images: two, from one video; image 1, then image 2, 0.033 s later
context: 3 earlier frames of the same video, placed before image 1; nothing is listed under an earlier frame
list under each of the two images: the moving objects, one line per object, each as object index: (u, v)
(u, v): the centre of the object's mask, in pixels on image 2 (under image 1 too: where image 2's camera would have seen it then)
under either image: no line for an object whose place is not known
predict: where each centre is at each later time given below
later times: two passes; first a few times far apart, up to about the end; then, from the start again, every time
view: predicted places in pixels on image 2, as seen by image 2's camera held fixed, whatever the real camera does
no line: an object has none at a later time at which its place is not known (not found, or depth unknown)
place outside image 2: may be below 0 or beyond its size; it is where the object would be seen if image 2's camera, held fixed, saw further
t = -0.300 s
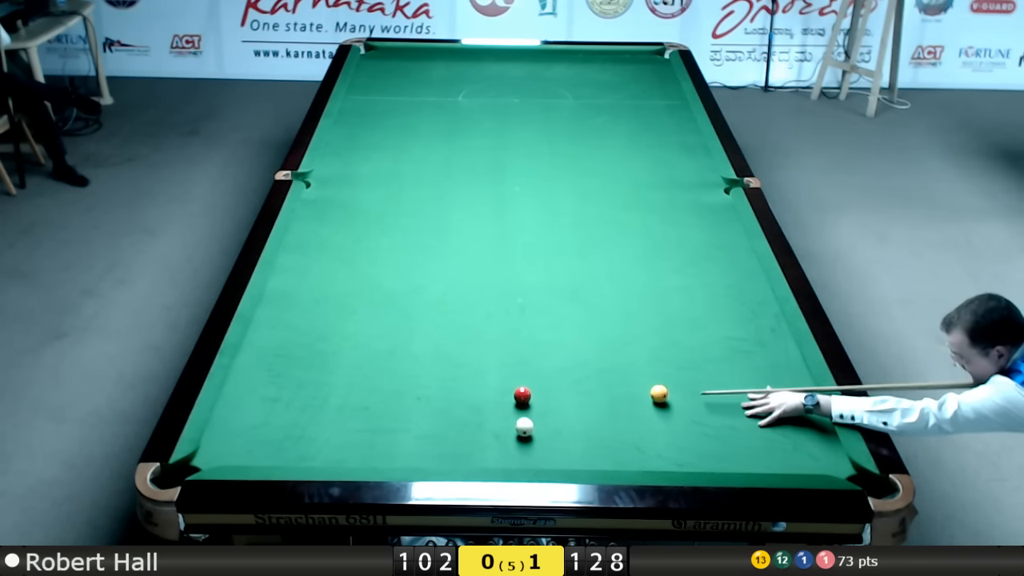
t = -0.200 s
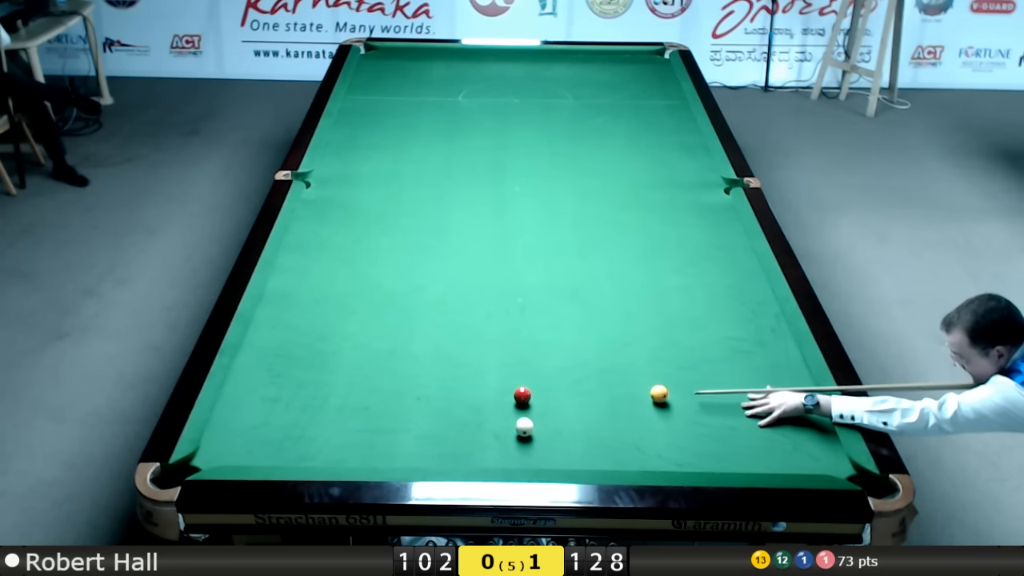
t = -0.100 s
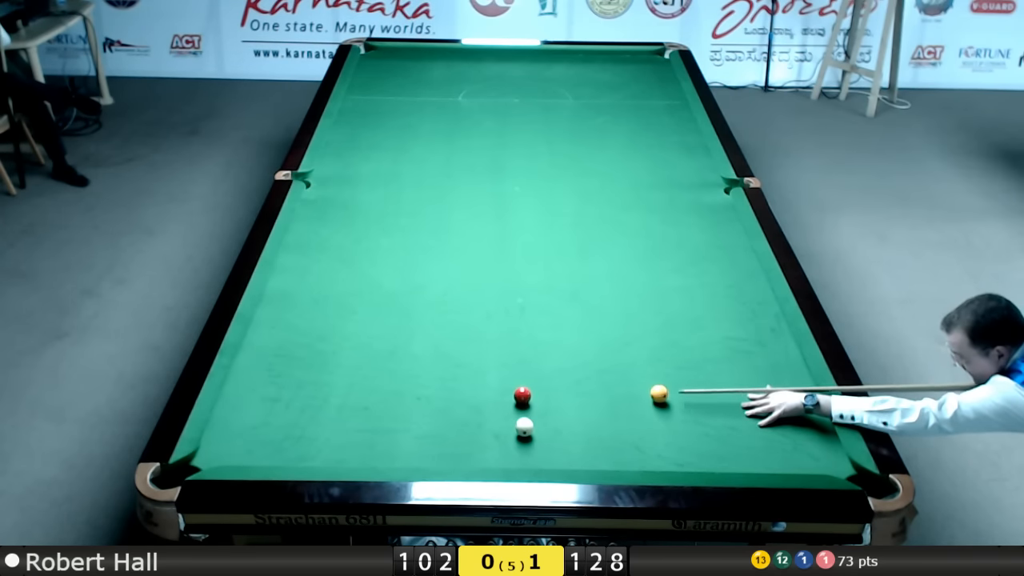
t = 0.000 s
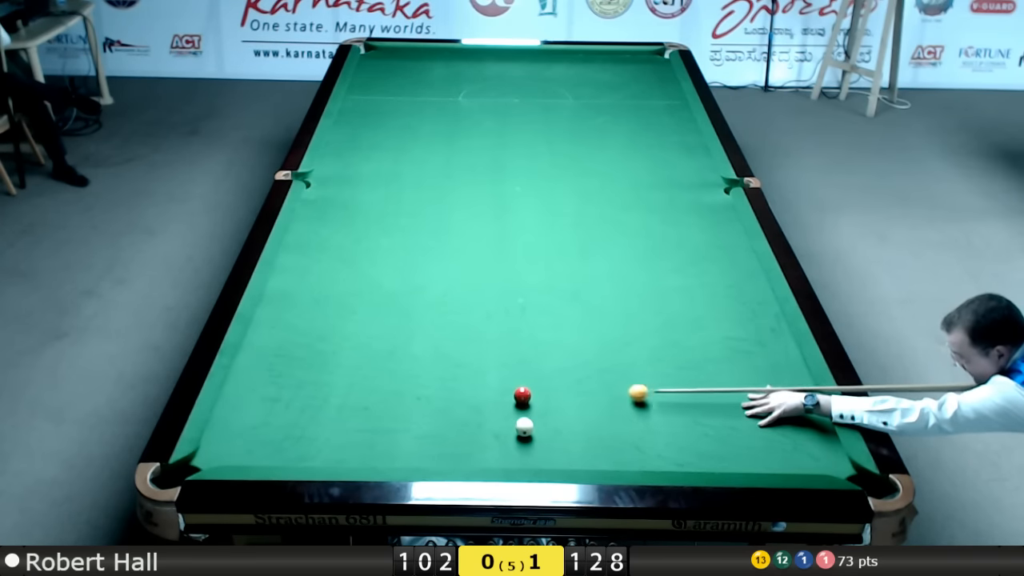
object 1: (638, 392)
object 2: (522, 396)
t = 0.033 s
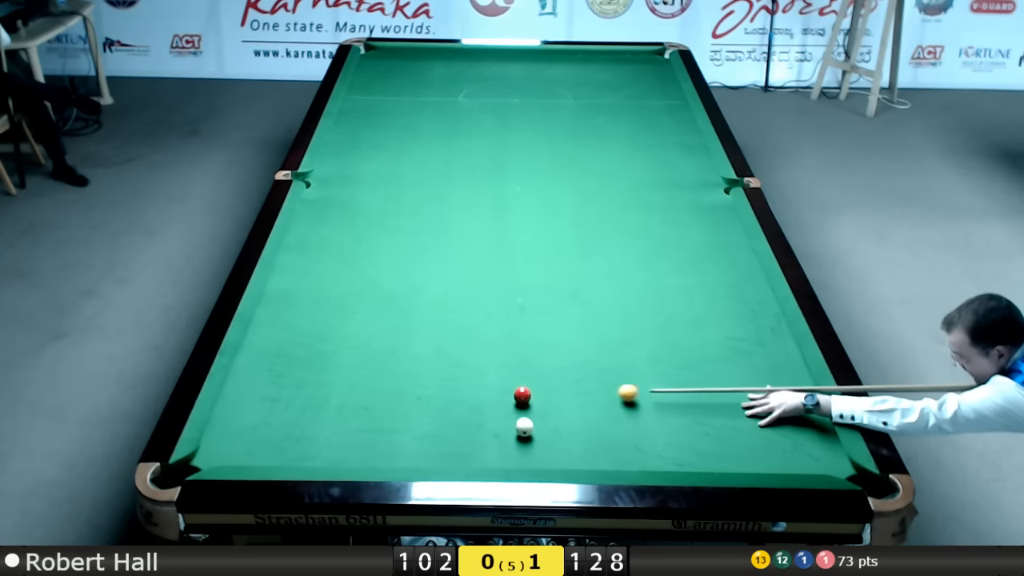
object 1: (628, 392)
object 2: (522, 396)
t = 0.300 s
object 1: (548, 391)
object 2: (522, 395)
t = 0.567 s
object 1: (518, 381)
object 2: (479, 404)
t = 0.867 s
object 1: (493, 369)
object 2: (431, 414)
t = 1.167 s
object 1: (469, 358)
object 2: (384, 424)
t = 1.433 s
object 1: (451, 350)
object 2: (343, 433)
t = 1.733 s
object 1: (432, 342)
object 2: (298, 442)
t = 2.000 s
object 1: (417, 336)
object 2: (260, 449)
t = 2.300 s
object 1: (403, 329)
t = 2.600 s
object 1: (390, 324)
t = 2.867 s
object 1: (381, 320)
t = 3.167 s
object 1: (372, 317)
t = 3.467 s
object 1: (365, 314)
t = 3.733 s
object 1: (361, 312)
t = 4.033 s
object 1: (357, 310)
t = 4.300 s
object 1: (355, 310)
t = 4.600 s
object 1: (355, 309)
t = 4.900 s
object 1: (355, 309)
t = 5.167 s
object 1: (355, 309)
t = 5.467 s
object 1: (355, 309)
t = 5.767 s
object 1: (355, 309)
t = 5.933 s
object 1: (355, 309)
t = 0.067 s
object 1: (618, 392)
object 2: (522, 396)
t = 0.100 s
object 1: (608, 392)
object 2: (522, 396)
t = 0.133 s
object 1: (598, 392)
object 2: (522, 395)
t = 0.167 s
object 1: (588, 392)
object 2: (522, 396)
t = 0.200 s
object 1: (578, 392)
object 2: (522, 395)
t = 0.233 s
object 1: (568, 392)
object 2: (522, 395)
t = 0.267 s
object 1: (558, 391)
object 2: (522, 395)
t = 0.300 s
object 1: (548, 391)
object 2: (522, 395)
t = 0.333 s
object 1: (539, 391)
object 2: (522, 395)
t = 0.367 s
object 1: (537, 390)
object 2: (514, 397)
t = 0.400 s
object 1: (534, 388)
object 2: (508, 398)
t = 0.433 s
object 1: (531, 387)
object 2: (501, 399)
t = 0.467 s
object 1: (527, 385)
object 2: (496, 401)
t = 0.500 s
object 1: (524, 383)
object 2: (490, 402)
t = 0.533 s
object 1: (521, 382)
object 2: (485, 403)
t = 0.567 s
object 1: (518, 381)
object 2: (479, 404)
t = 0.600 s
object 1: (515, 379)
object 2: (474, 405)
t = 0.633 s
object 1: (513, 378)
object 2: (469, 406)
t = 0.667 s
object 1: (510, 376)
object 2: (463, 407)
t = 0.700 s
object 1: (507, 375)
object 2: (458, 408)
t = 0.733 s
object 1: (504, 374)
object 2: (452, 409)
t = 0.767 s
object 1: (501, 373)
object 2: (447, 411)
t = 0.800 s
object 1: (498, 371)
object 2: (442, 412)
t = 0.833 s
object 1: (495, 370)
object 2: (437, 413)
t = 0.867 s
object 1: (493, 369)
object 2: (431, 414)
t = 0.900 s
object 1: (490, 367)
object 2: (426, 415)
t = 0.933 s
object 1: (487, 366)
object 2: (420, 416)
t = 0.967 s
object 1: (484, 365)
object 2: (415, 417)
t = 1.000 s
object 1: (482, 364)
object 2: (410, 419)
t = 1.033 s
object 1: (479, 363)
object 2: (405, 419)
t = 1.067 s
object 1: (477, 362)
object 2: (399, 420)
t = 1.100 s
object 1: (474, 360)
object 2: (394, 421)
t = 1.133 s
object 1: (472, 359)
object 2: (389, 422)
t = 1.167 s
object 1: (469, 358)
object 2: (384, 424)
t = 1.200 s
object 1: (467, 357)
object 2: (379, 425)
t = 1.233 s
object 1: (464, 356)
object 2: (374, 426)
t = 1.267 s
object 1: (462, 355)
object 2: (368, 427)
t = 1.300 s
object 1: (460, 354)
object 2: (363, 428)
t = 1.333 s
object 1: (457, 353)
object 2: (358, 429)
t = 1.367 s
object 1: (455, 352)
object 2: (353, 430)
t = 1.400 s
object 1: (453, 351)
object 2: (348, 431)
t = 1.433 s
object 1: (451, 350)
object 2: (343, 433)
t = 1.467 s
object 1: (449, 349)
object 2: (338, 434)
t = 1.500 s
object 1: (446, 348)
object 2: (333, 435)
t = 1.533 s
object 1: (444, 347)
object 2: (328, 436)
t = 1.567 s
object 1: (442, 346)
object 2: (323, 437)
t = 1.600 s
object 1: (440, 345)
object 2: (318, 438)
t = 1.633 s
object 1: (438, 345)
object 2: (313, 439)
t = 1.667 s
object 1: (436, 344)
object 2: (308, 440)
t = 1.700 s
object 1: (434, 343)
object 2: (303, 441)
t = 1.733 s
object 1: (432, 342)
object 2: (298, 442)
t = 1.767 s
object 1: (430, 341)
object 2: (293, 443)
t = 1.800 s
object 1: (428, 340)
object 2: (289, 444)
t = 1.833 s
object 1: (426, 339)
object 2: (283, 445)
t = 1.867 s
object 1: (425, 339)
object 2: (279, 446)
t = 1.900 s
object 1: (423, 338)
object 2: (274, 447)
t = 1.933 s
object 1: (421, 337)
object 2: (269, 448)
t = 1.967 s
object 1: (419, 336)
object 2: (264, 449)
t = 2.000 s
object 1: (417, 336)
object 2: (260, 449)
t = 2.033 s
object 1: (416, 335)
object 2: (255, 450)
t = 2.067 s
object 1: (414, 334)
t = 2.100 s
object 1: (412, 334)
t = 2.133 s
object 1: (411, 333)
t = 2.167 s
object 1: (409, 332)
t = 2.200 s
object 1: (407, 332)
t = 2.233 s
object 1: (406, 331)
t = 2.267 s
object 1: (404, 330)
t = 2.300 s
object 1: (403, 329)
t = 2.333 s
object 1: (401, 329)
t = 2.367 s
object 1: (400, 328)
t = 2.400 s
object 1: (398, 328)
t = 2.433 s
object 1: (397, 327)
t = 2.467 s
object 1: (396, 327)
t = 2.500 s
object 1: (394, 326)
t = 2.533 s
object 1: (393, 325)
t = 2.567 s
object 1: (392, 325)
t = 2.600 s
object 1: (390, 324)
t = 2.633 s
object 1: (389, 324)
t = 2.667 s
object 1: (388, 323)
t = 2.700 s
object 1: (387, 323)
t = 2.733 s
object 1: (385, 322)
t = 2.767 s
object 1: (384, 322)
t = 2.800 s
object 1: (383, 321)
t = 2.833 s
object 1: (382, 321)
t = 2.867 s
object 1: (381, 320)
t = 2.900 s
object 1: (380, 320)
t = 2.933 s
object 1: (379, 320)
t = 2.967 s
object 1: (378, 319)
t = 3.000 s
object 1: (377, 319)
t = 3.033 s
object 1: (376, 318)
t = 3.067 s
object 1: (375, 318)
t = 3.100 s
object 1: (374, 318)
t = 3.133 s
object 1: (373, 317)
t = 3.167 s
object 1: (372, 317)
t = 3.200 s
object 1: (371, 317)
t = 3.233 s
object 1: (371, 316)
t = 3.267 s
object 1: (370, 316)
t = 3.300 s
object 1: (369, 315)
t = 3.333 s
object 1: (368, 315)
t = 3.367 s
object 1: (368, 315)
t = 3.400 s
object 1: (367, 314)
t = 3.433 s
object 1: (366, 314)
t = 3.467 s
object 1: (365, 314)
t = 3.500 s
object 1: (365, 313)
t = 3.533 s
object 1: (364, 313)
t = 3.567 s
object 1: (364, 313)
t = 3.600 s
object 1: (363, 313)
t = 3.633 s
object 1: (362, 313)
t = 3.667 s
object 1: (362, 312)
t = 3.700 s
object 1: (361, 312)
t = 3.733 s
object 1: (361, 312)
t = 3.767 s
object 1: (360, 312)
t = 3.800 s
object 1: (360, 312)
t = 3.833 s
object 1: (359, 312)
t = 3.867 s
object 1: (359, 311)
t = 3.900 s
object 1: (359, 311)
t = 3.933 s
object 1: (358, 311)
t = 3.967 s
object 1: (358, 311)
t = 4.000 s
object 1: (357, 311)
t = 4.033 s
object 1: (357, 310)
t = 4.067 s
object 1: (357, 310)
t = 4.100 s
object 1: (356, 310)
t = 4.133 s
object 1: (356, 310)
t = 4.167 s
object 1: (356, 310)
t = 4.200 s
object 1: (356, 310)
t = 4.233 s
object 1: (355, 310)
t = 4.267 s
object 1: (355, 310)
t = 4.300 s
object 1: (355, 310)
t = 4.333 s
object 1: (355, 310)
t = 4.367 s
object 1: (355, 310)
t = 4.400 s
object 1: (355, 310)
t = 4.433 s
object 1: (355, 310)
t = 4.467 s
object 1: (355, 309)
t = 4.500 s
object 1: (355, 309)
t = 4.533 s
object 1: (355, 309)
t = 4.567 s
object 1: (355, 309)
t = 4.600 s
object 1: (355, 309)
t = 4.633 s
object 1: (355, 309)
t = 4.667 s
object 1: (355, 309)
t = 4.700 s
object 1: (355, 309)
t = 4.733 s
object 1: (355, 309)
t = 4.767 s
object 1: (355, 309)
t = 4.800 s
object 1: (355, 309)
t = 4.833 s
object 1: (355, 309)
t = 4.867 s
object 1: (355, 309)
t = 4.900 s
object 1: (355, 309)
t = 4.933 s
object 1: (355, 309)
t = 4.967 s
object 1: (355, 309)
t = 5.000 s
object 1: (355, 309)
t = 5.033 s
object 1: (355, 309)
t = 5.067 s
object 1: (355, 309)
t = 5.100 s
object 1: (355, 309)
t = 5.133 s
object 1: (355, 309)
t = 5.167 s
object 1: (355, 309)
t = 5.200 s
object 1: (355, 309)
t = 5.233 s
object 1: (355, 309)
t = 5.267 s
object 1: (355, 309)
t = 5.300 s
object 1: (355, 309)
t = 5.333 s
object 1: (355, 309)
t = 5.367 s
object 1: (355, 309)
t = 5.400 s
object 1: (355, 309)
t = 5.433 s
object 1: (355, 309)
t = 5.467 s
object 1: (355, 309)
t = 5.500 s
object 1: (355, 309)
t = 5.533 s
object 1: (355, 309)
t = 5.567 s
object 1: (355, 309)
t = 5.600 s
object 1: (355, 309)
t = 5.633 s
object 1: (355, 309)
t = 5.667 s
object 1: (355, 309)
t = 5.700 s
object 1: (355, 309)
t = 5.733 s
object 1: (355, 309)
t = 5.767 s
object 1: (355, 309)
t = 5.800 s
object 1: (355, 309)
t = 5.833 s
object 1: (355, 309)
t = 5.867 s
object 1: (355, 309)
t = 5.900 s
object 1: (355, 309)
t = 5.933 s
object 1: (355, 309)
